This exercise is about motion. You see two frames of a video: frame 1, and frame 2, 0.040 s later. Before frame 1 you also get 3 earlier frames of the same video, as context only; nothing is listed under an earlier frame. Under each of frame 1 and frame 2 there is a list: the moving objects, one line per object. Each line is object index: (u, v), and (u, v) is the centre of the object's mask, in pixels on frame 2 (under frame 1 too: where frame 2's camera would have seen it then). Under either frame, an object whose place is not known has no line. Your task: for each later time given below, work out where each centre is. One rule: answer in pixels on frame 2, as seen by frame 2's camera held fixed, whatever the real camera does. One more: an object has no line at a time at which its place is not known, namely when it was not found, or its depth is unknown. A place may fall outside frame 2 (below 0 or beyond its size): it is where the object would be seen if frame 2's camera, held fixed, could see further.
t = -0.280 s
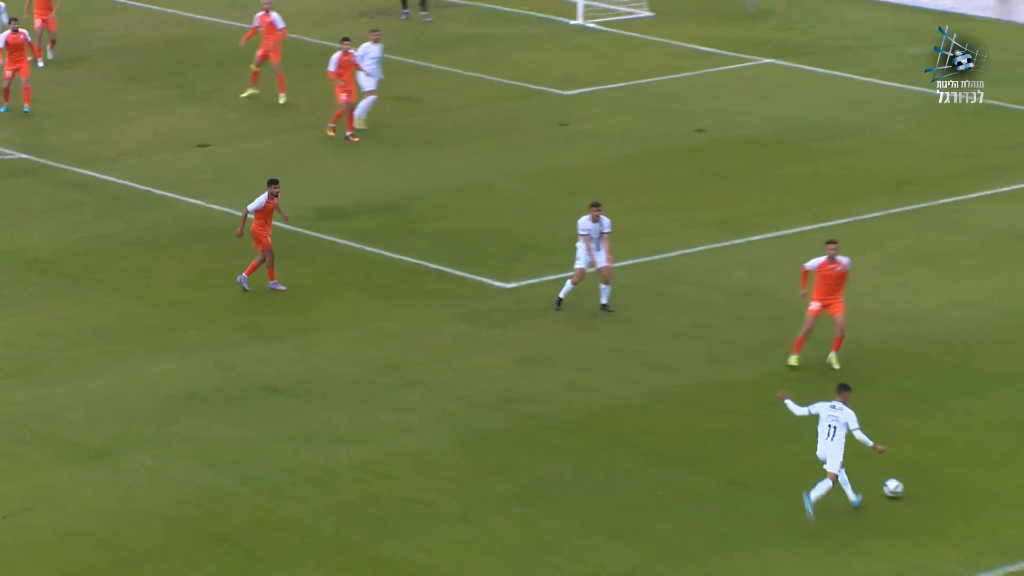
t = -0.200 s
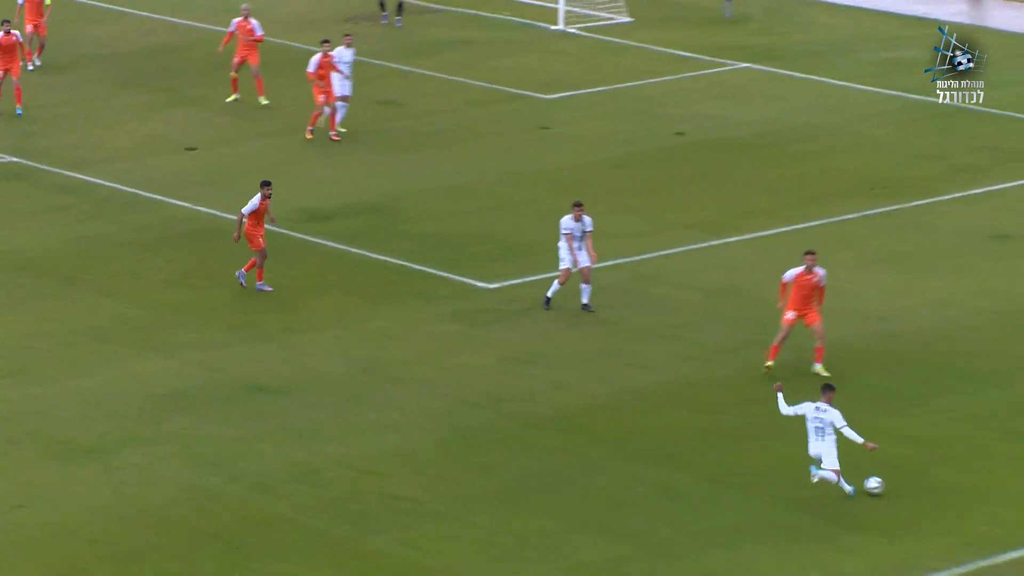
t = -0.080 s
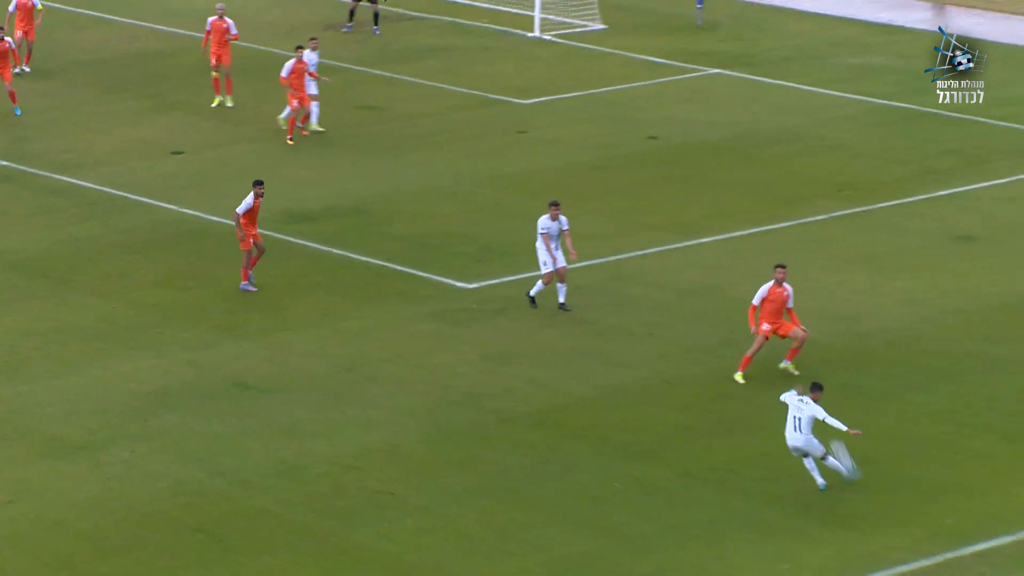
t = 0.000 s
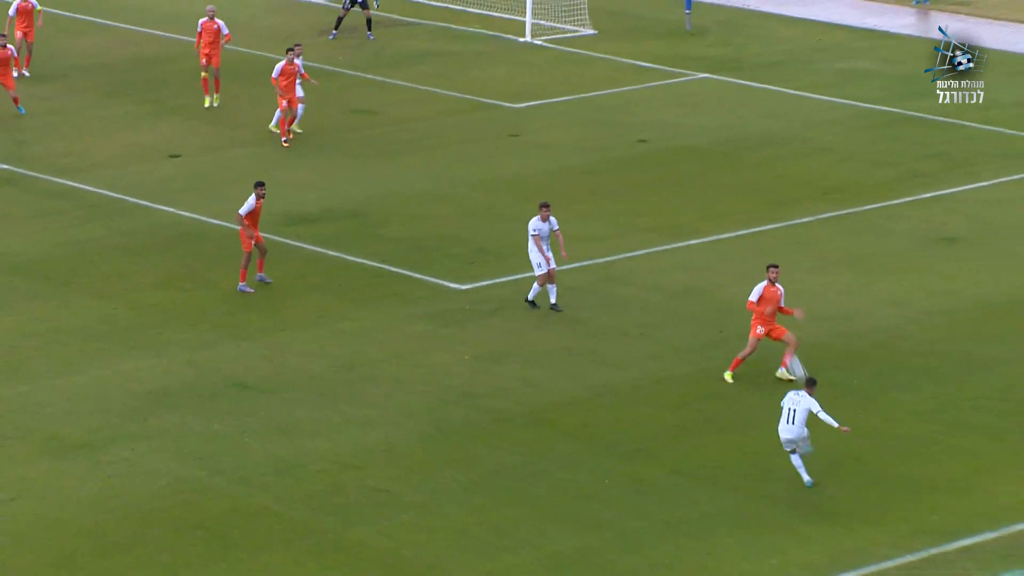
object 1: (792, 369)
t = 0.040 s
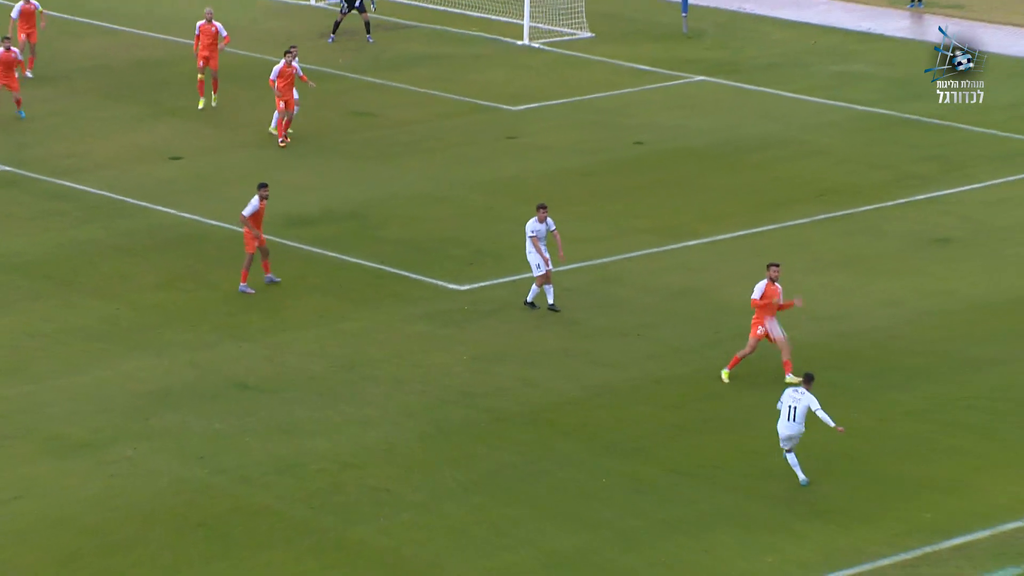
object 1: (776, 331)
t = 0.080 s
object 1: (754, 292)
